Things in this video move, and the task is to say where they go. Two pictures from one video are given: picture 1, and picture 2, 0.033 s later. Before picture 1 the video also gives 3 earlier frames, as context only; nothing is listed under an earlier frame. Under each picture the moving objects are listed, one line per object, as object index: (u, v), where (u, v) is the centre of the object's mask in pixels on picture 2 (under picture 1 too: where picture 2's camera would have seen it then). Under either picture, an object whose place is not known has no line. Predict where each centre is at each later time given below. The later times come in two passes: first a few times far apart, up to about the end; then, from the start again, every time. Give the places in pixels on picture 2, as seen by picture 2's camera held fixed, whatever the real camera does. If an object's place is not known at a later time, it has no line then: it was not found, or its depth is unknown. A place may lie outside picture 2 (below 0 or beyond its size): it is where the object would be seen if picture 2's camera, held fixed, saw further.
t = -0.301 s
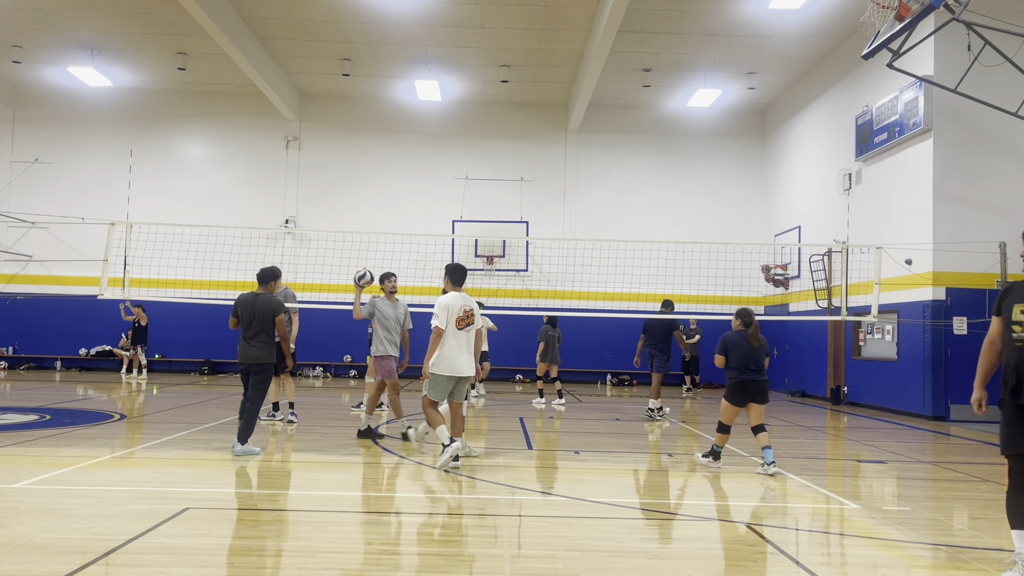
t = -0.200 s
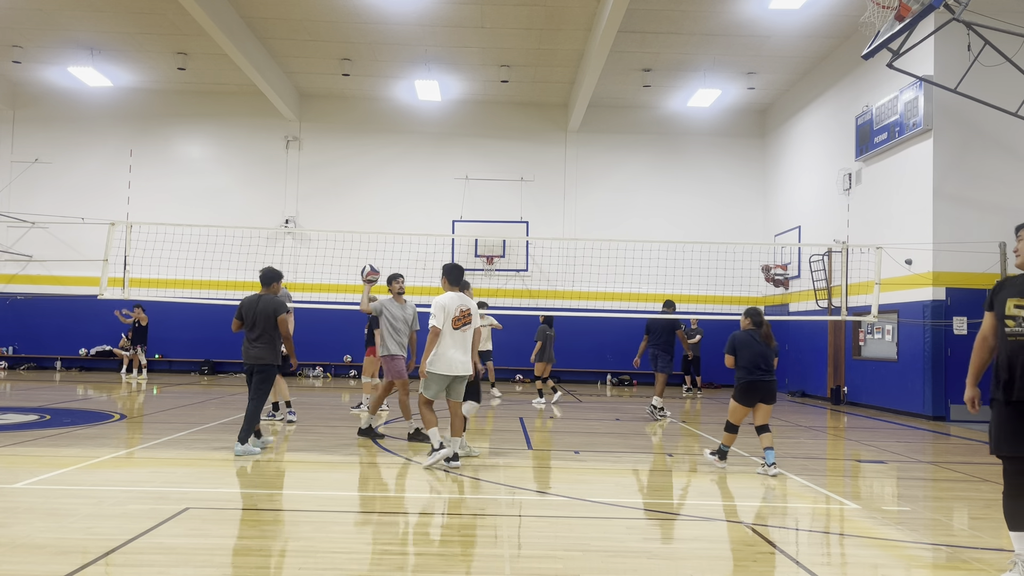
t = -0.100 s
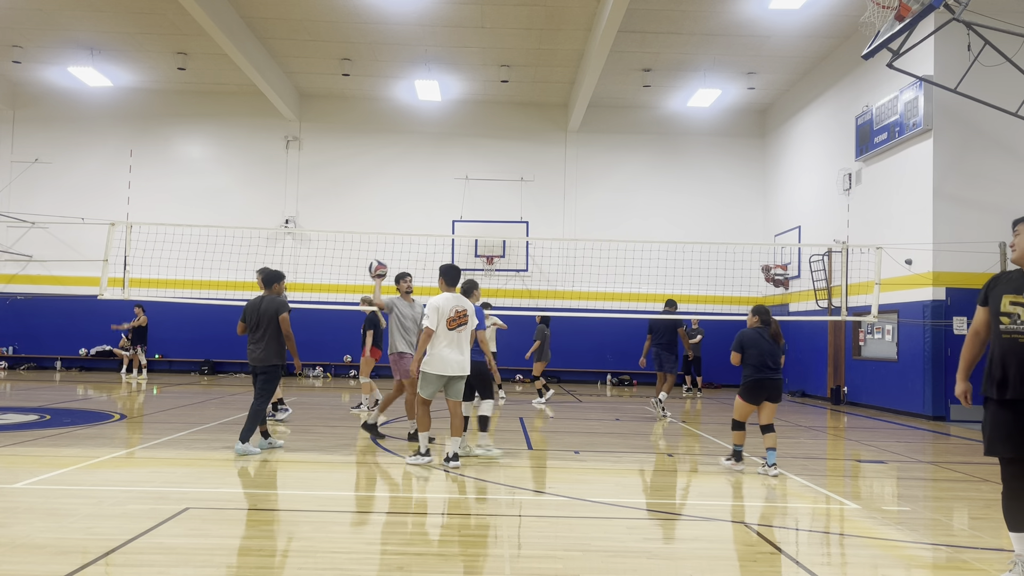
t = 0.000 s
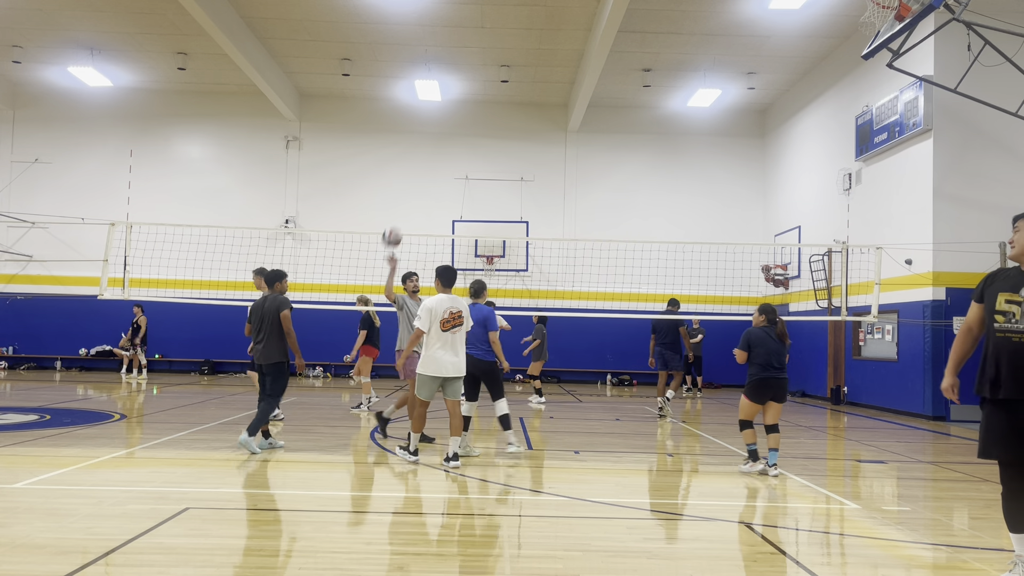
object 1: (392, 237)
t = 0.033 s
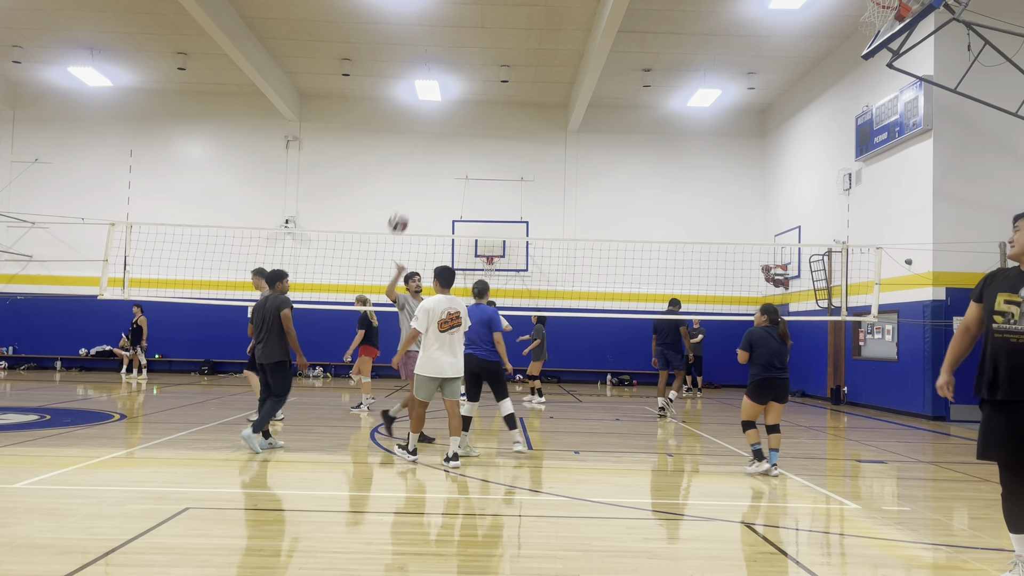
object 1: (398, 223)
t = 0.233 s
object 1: (444, 146)
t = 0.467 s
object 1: (514, 89)
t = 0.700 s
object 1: (614, 93)
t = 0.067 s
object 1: (405, 209)
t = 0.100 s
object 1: (412, 195)
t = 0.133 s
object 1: (419, 182)
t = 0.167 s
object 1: (427, 169)
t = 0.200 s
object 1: (435, 158)
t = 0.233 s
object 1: (444, 146)
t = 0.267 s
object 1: (452, 135)
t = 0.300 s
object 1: (461, 126)
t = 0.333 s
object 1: (471, 117)
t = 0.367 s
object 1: (480, 109)
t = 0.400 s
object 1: (492, 101)
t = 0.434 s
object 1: (502, 95)
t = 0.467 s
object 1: (514, 89)
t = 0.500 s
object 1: (525, 86)
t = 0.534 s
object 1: (538, 83)
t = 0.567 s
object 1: (551, 82)
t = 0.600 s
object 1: (565, 81)
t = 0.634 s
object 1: (581, 84)
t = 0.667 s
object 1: (597, 88)
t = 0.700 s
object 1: (614, 93)
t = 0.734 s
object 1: (633, 101)
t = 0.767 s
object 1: (652, 111)
